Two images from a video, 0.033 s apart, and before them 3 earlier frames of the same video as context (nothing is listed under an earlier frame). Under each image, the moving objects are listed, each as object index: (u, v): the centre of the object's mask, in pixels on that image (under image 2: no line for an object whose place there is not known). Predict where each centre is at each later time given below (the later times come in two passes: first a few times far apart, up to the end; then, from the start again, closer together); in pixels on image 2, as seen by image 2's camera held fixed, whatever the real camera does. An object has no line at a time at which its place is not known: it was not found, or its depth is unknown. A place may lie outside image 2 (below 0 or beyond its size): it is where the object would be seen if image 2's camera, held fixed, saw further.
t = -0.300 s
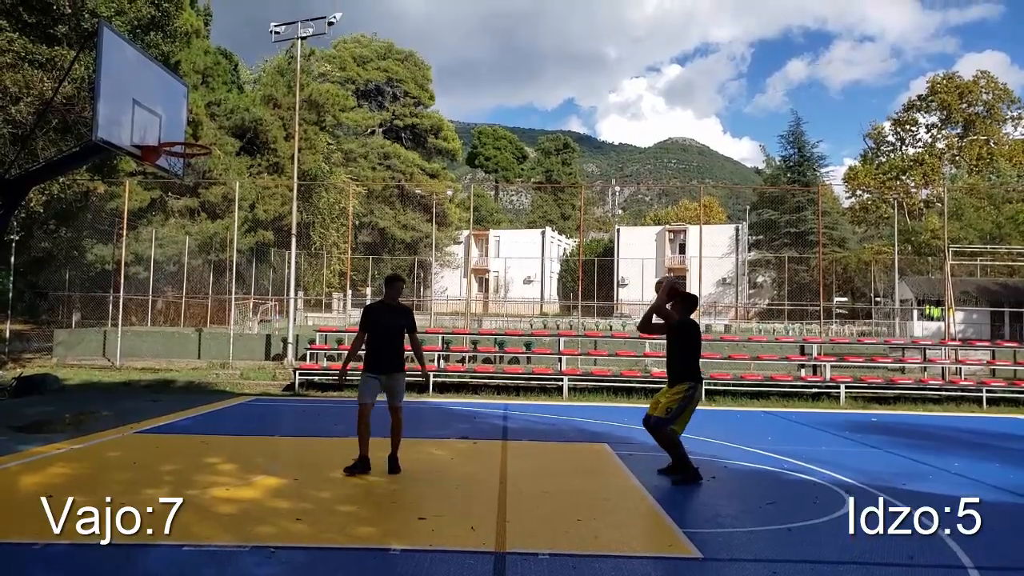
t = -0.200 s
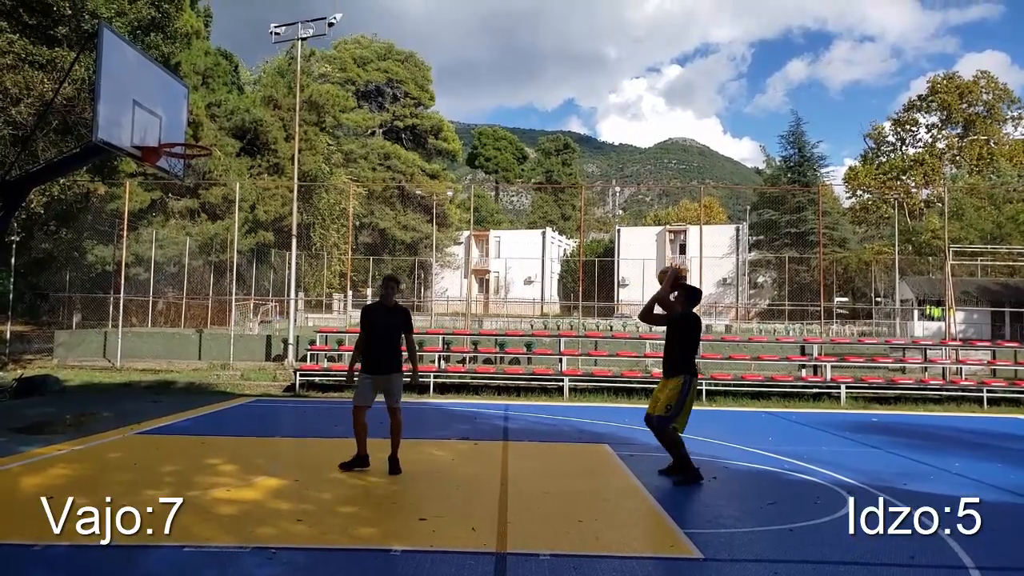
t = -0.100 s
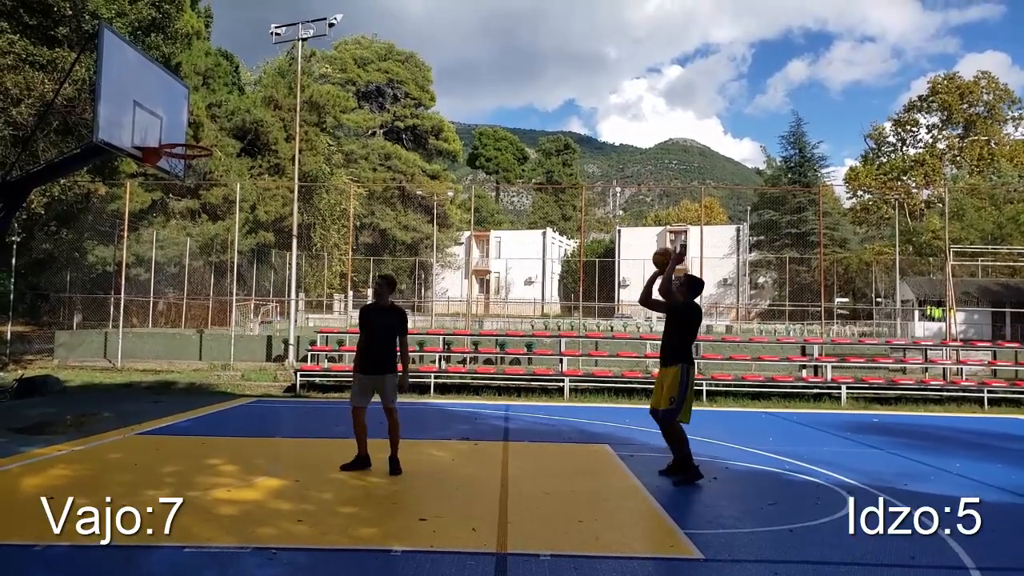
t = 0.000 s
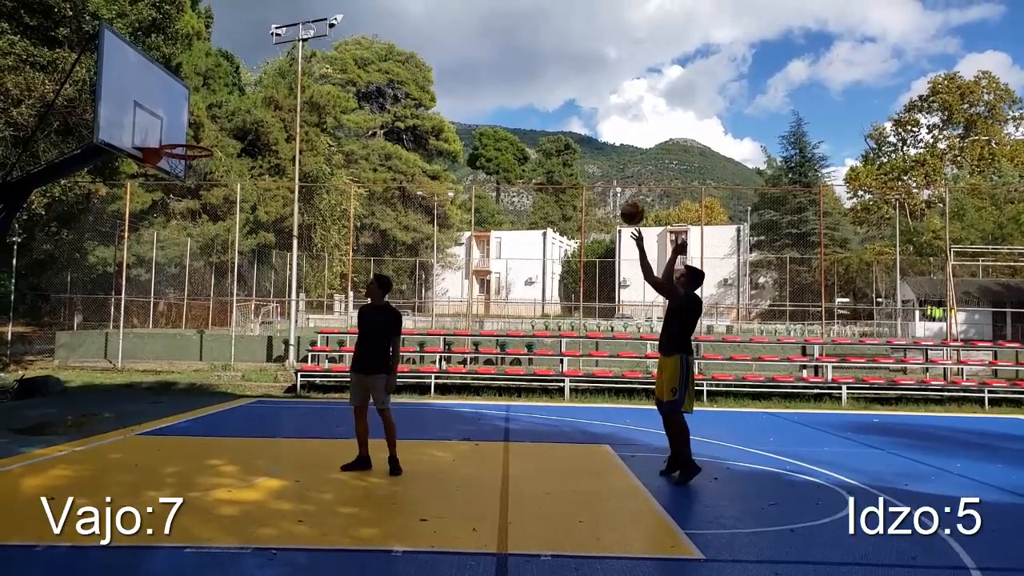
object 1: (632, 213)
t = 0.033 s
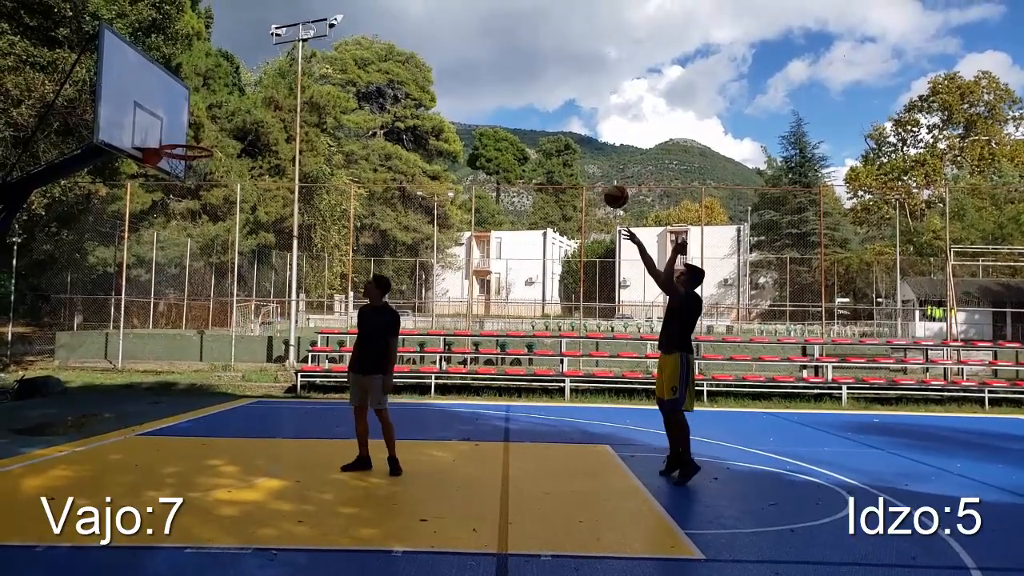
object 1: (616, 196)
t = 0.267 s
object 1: (502, 110)
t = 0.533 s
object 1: (372, 77)
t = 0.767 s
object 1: (257, 107)
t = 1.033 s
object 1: (172, 178)
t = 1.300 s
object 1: (187, 251)
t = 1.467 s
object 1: (195, 335)
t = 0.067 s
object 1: (600, 181)
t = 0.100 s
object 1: (584, 165)
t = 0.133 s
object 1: (567, 152)
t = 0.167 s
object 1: (551, 140)
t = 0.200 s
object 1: (534, 129)
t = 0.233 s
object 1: (518, 119)
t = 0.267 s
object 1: (502, 110)
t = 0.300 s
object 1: (486, 102)
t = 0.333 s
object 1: (469, 95)
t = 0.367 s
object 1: (453, 89)
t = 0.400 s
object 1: (437, 85)
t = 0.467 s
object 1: (404, 79)
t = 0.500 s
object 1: (388, 77)
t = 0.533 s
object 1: (372, 77)
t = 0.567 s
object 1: (356, 78)
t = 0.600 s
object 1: (339, 80)
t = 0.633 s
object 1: (323, 84)
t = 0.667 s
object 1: (306, 88)
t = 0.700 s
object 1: (290, 93)
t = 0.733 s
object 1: (273, 100)
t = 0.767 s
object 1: (257, 107)
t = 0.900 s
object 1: (193, 150)
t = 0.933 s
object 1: (173, 162)
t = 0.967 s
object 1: (171, 168)
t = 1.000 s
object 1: (170, 172)
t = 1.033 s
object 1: (172, 178)
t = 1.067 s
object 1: (173, 183)
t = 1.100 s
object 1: (175, 190)
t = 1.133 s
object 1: (177, 195)
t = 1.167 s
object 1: (181, 206)
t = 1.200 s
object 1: (182, 215)
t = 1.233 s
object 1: (183, 226)
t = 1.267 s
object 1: (185, 239)
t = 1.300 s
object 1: (187, 251)
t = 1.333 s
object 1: (189, 266)
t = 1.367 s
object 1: (191, 282)
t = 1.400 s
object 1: (191, 298)
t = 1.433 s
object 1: (194, 316)
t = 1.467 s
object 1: (195, 335)
